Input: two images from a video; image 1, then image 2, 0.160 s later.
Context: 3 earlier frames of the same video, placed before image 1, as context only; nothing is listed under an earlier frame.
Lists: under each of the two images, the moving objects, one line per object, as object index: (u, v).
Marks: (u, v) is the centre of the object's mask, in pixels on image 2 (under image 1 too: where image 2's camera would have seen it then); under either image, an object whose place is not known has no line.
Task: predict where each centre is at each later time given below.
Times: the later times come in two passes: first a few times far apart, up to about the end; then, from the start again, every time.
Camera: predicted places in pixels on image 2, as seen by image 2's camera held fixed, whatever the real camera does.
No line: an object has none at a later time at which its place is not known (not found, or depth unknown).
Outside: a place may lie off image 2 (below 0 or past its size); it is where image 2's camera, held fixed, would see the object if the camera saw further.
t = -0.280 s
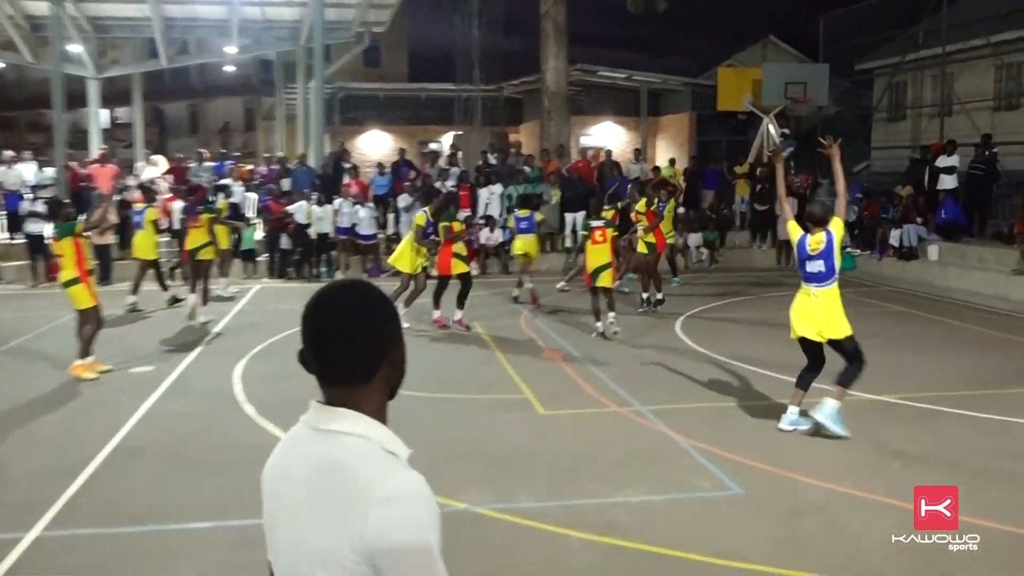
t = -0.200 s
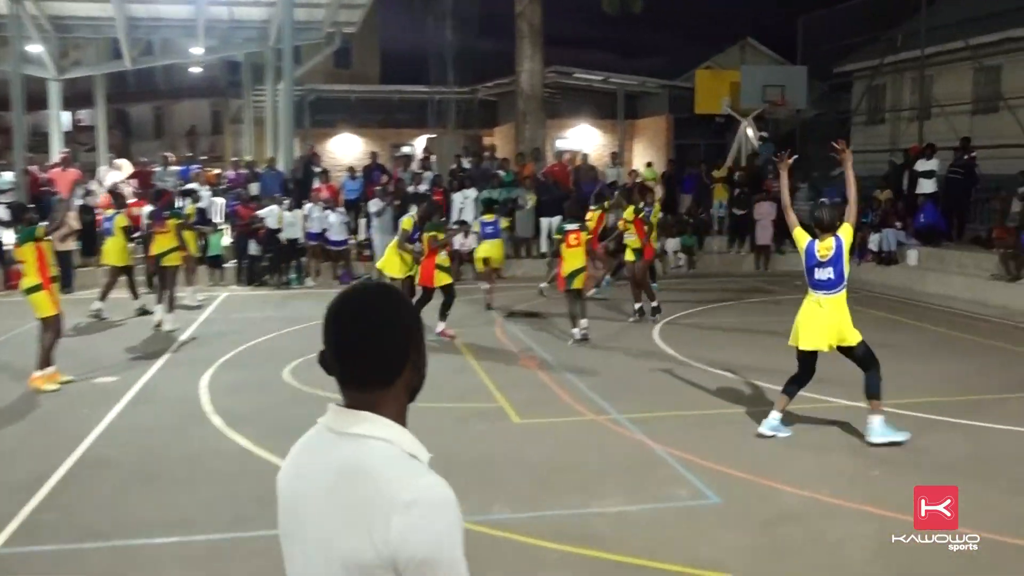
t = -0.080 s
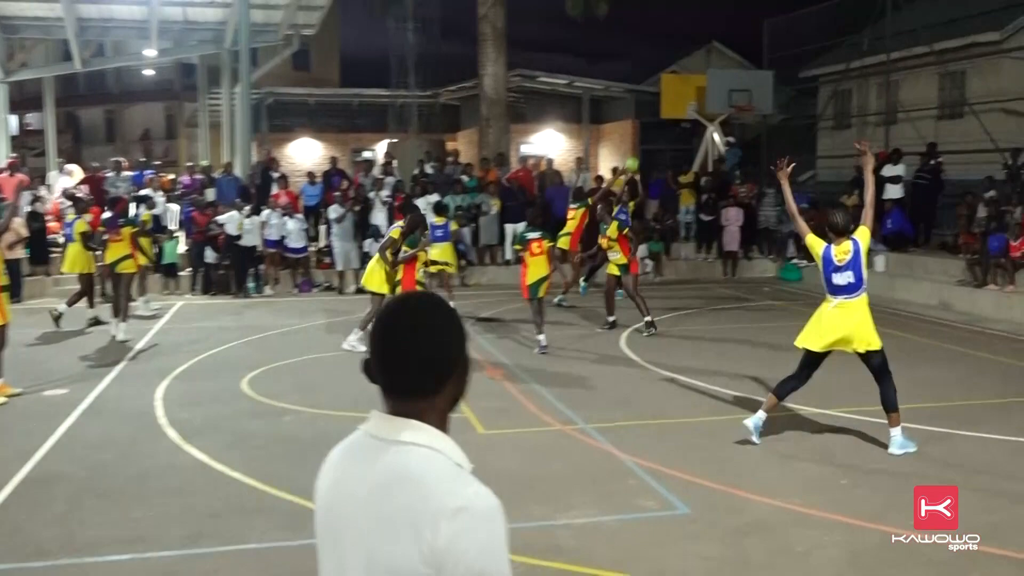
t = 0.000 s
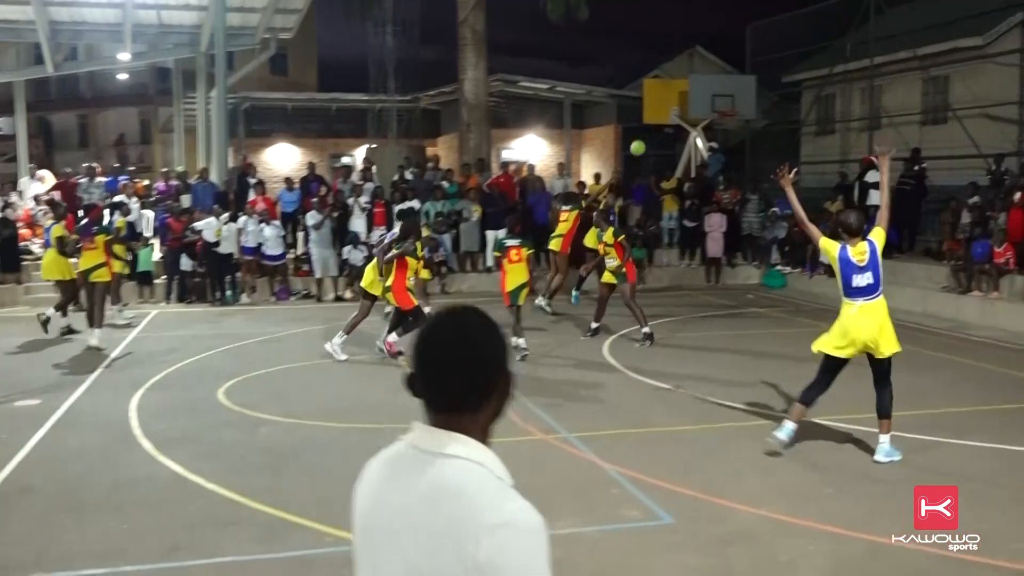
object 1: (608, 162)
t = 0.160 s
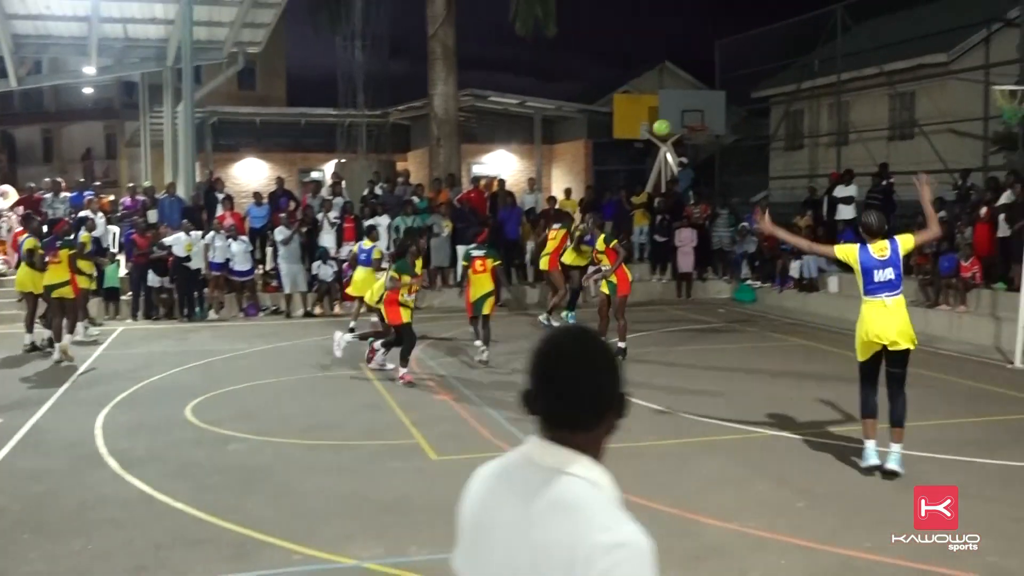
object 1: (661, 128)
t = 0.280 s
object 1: (709, 110)
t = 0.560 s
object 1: (853, 116)
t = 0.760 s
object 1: (996, 185)
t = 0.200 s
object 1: (676, 121)
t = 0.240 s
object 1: (692, 115)
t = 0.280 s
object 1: (709, 110)
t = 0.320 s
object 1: (727, 107)
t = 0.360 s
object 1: (746, 105)
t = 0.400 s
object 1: (765, 104)
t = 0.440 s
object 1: (786, 105)
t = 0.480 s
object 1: (807, 107)
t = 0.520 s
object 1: (829, 111)
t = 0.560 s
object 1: (853, 116)
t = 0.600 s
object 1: (878, 125)
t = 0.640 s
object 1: (905, 136)
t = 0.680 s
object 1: (934, 149)
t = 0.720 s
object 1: (965, 166)
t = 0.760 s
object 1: (996, 185)
